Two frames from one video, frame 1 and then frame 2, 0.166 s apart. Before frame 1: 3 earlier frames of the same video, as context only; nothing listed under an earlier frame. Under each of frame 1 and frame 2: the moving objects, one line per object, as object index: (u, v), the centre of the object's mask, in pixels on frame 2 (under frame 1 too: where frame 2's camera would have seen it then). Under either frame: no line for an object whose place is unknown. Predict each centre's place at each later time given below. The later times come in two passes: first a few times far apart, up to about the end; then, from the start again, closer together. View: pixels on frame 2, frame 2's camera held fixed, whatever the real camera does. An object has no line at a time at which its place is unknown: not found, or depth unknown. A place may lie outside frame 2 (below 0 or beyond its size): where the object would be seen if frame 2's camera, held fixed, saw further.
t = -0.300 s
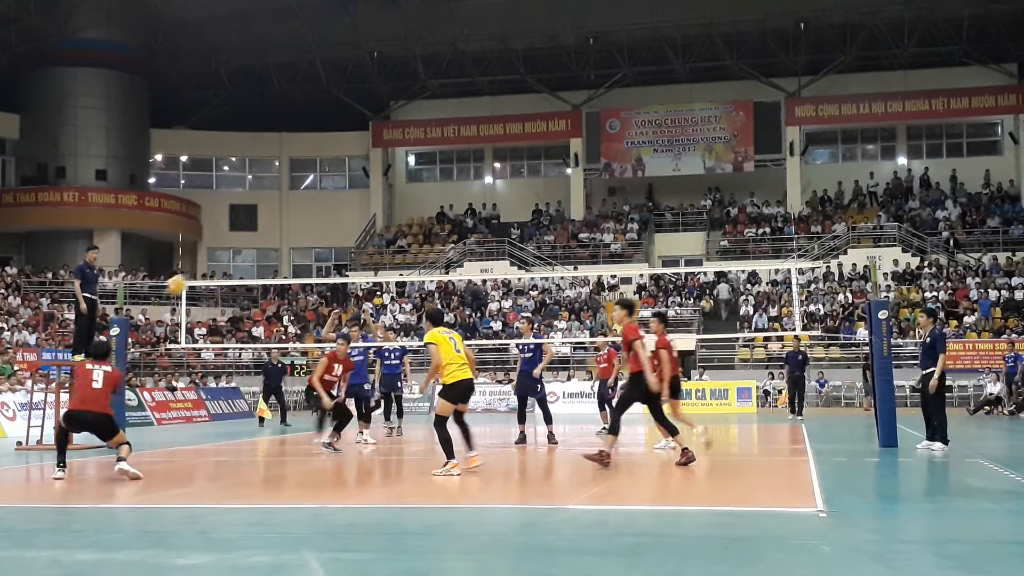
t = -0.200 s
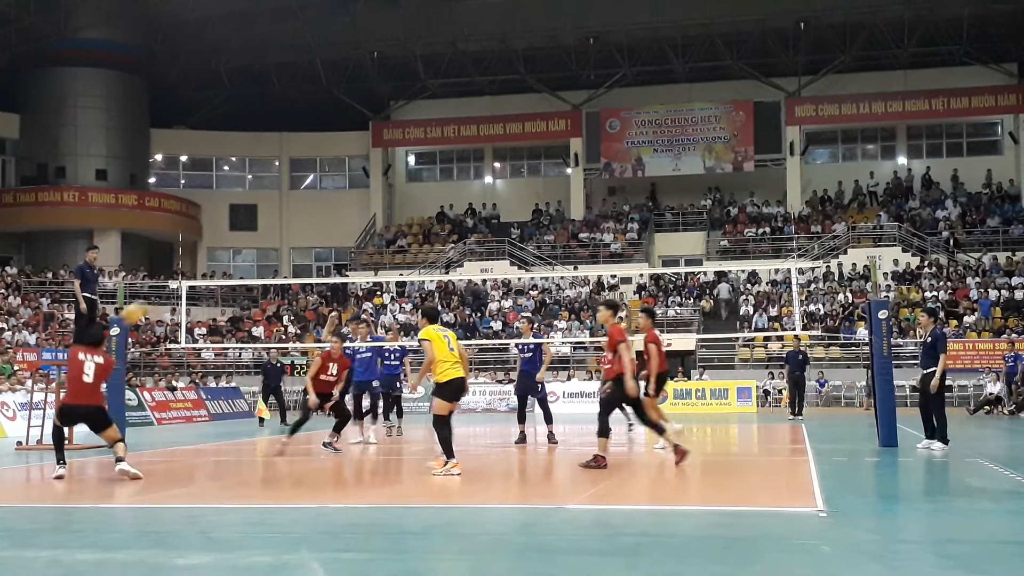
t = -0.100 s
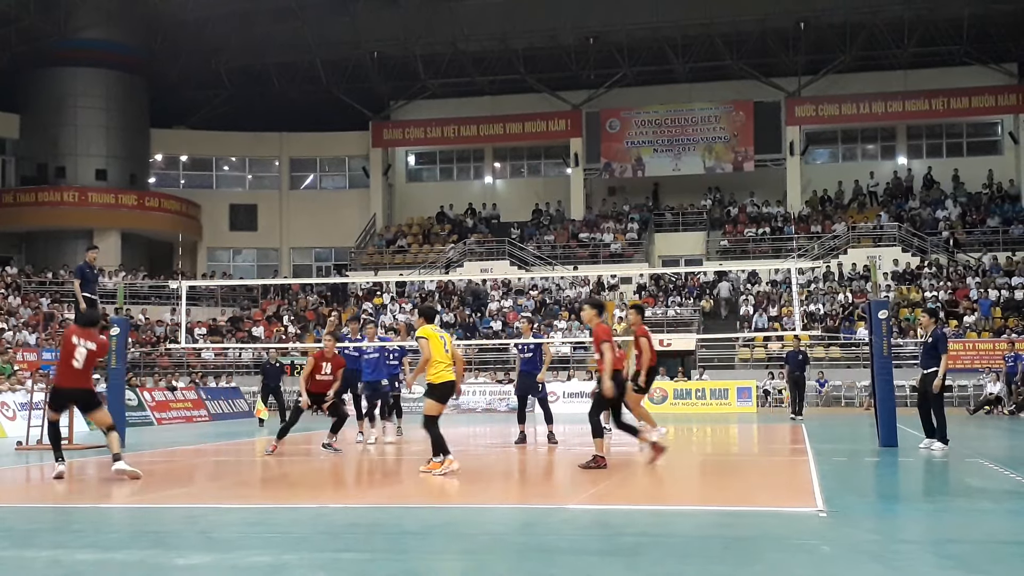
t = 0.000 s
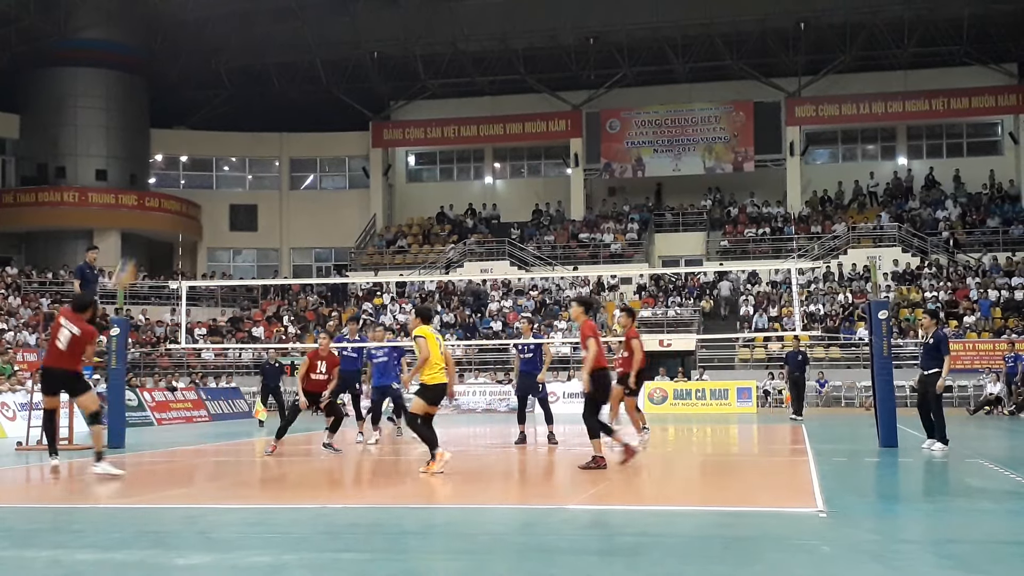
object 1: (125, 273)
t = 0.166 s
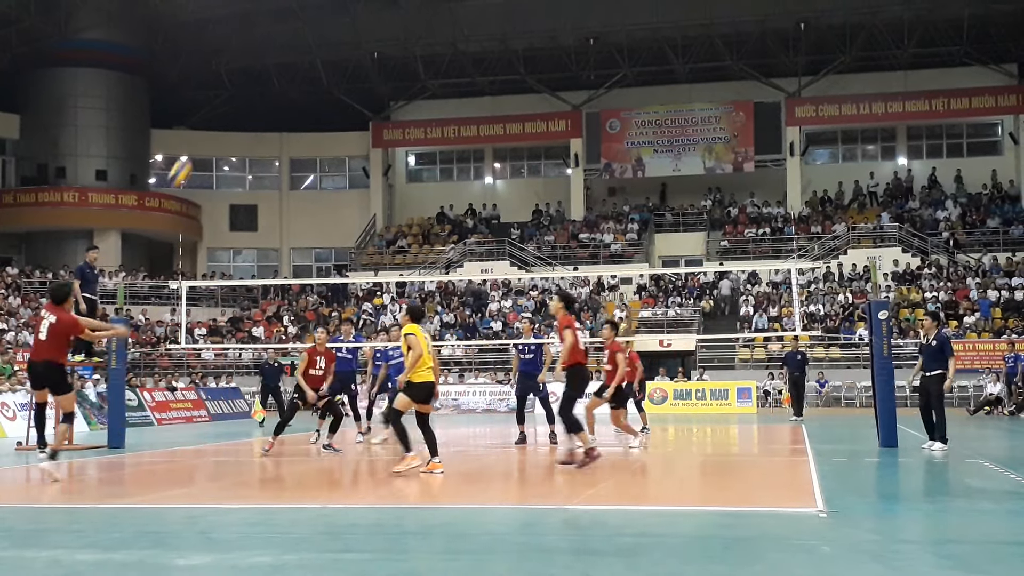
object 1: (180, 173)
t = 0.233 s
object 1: (200, 142)
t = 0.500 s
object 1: (273, 66)
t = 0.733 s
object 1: (329, 52)
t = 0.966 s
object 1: (380, 78)
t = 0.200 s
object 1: (191, 157)
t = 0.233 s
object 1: (200, 142)
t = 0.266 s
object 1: (210, 129)
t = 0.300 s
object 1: (219, 118)
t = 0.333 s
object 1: (228, 106)
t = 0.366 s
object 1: (238, 97)
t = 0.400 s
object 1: (247, 88)
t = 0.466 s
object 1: (264, 72)
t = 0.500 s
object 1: (273, 66)
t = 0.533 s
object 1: (282, 61)
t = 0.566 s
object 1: (290, 58)
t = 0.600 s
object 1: (297, 55)
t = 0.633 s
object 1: (306, 53)
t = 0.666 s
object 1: (313, 52)
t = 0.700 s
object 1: (321, 51)
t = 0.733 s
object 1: (329, 52)
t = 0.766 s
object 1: (336, 53)
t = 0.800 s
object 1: (344, 55)
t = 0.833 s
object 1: (351, 58)
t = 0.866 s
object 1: (358, 62)
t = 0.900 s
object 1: (366, 66)
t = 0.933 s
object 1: (373, 72)
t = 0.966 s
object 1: (380, 78)
